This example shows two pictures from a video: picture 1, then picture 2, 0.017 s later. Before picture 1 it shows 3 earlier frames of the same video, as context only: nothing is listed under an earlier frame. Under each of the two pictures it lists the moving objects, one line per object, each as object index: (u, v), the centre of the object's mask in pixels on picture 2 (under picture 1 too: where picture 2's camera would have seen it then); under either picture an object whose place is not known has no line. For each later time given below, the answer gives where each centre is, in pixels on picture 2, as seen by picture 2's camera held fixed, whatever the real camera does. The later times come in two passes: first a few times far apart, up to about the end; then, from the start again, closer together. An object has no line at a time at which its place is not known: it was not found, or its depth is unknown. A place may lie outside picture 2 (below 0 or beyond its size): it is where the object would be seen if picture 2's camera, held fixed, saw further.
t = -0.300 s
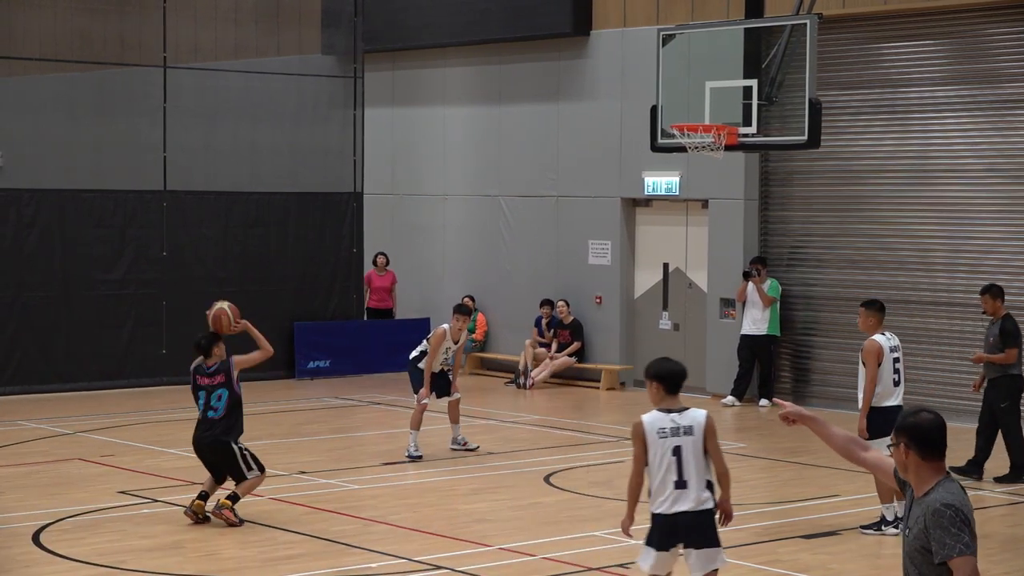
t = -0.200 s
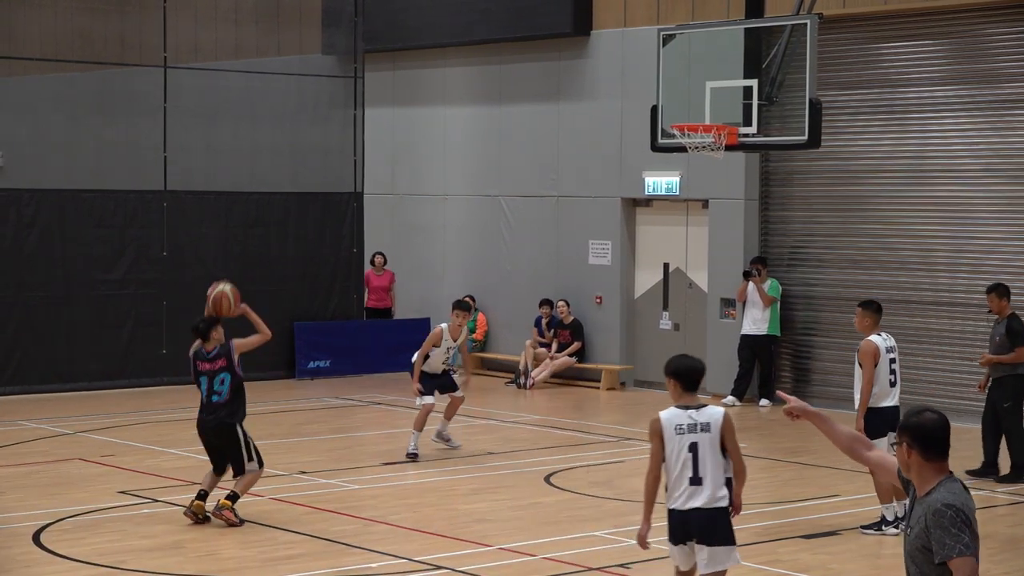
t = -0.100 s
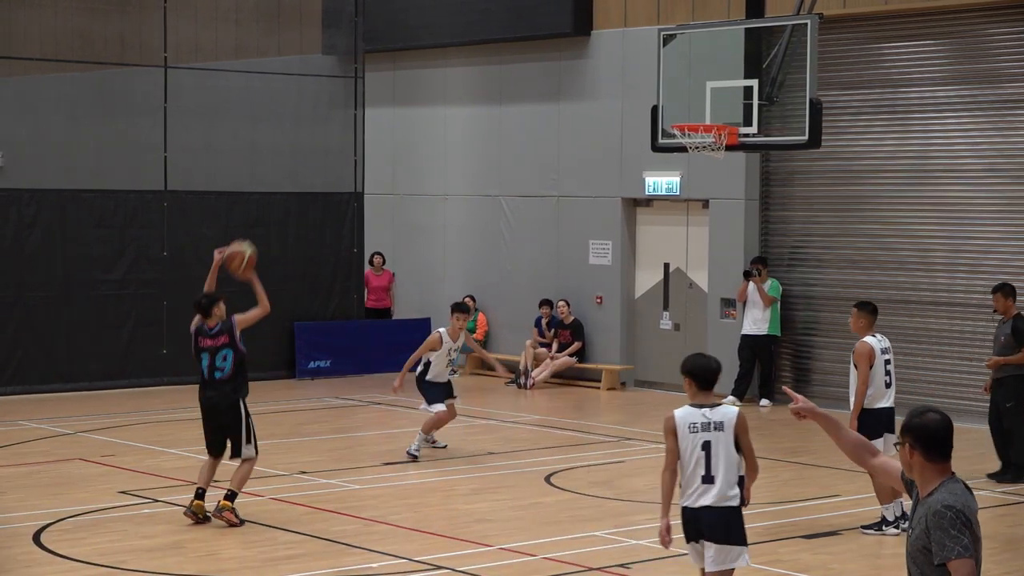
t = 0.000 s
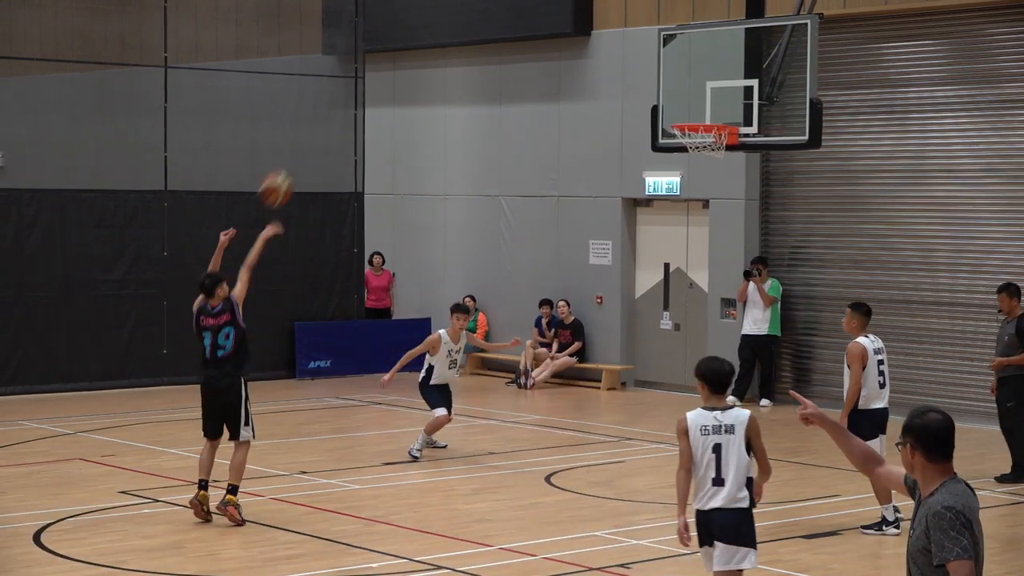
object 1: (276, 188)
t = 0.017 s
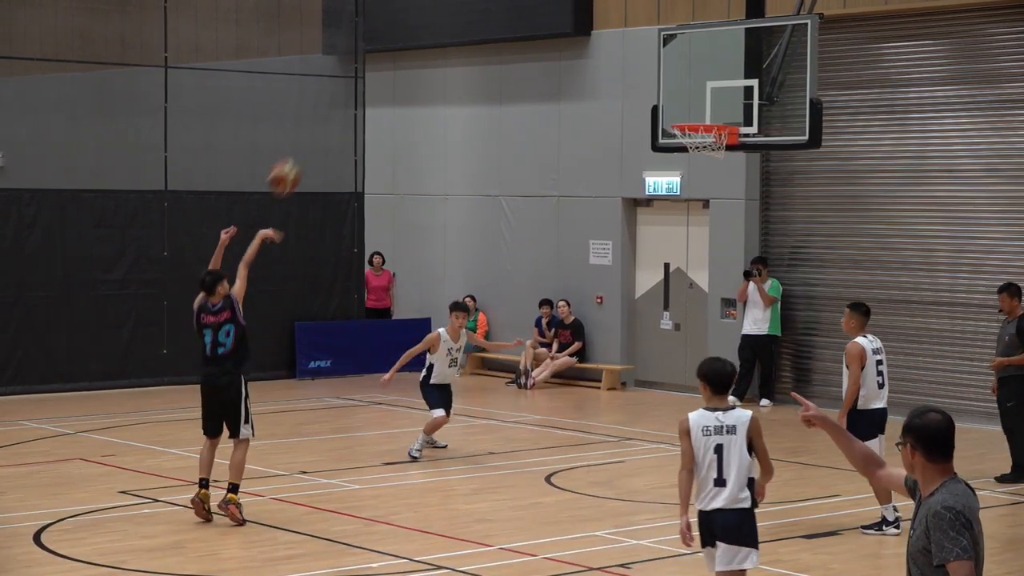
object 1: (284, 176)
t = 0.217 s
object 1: (372, 65)
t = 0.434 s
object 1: (462, 10)
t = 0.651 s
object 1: (545, 10)
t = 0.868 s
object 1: (621, 62)
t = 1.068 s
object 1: (633, 111)
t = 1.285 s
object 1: (537, 118)
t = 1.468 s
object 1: (450, 162)
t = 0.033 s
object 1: (290, 160)
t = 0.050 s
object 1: (298, 149)
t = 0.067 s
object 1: (305, 138)
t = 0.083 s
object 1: (313, 129)
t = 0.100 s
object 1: (320, 120)
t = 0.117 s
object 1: (326, 111)
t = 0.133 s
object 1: (334, 102)
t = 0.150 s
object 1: (342, 94)
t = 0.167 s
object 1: (350, 86)
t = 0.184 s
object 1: (357, 78)
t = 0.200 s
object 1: (364, 71)
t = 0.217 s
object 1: (372, 65)
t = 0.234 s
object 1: (380, 58)
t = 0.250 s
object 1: (386, 51)
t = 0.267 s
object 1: (394, 45)
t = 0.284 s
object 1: (401, 39)
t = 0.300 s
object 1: (408, 35)
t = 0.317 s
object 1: (414, 30)
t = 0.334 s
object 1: (421, 26)
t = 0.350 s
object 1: (428, 21)
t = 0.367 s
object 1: (435, 17)
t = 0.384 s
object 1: (442, 14)
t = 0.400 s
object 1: (449, 12)
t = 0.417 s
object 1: (455, 11)
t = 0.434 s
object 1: (462, 10)
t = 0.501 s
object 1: (488, 7)
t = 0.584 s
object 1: (519, 6)
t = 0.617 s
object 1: (532, 8)
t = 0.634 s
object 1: (538, 9)
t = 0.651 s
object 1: (545, 10)
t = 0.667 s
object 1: (551, 11)
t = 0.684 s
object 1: (557, 12)
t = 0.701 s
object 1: (563, 15)
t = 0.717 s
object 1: (569, 17)
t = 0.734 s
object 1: (575, 21)
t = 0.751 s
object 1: (579, 25)
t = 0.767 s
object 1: (586, 30)
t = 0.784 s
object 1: (592, 34)
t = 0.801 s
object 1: (597, 39)
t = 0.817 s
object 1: (604, 44)
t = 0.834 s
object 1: (610, 50)
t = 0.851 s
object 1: (616, 56)
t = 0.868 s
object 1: (621, 62)
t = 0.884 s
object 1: (627, 68)
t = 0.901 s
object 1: (633, 74)
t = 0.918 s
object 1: (638, 81)
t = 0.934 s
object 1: (643, 88)
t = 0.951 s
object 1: (649, 96)
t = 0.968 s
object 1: (654, 103)
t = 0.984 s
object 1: (661, 112)
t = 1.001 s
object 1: (663, 117)
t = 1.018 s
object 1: (657, 116)
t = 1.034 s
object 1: (648, 115)
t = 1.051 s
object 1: (642, 113)
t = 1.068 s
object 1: (633, 111)
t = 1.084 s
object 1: (626, 109)
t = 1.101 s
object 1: (619, 108)
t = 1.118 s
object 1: (612, 107)
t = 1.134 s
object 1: (604, 107)
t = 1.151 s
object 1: (596, 107)
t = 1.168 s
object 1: (589, 107)
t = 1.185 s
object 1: (581, 108)
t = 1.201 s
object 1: (574, 109)
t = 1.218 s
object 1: (566, 110)
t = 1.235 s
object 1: (559, 112)
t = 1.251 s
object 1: (552, 114)
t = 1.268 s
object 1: (544, 116)
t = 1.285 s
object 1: (537, 118)
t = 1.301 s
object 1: (529, 119)
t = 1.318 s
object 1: (522, 124)
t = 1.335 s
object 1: (514, 125)
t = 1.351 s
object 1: (506, 129)
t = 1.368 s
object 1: (498, 132)
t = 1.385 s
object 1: (491, 136)
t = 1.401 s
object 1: (483, 140)
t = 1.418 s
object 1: (475, 145)
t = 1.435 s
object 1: (467, 150)
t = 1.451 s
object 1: (459, 156)
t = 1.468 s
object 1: (450, 162)
